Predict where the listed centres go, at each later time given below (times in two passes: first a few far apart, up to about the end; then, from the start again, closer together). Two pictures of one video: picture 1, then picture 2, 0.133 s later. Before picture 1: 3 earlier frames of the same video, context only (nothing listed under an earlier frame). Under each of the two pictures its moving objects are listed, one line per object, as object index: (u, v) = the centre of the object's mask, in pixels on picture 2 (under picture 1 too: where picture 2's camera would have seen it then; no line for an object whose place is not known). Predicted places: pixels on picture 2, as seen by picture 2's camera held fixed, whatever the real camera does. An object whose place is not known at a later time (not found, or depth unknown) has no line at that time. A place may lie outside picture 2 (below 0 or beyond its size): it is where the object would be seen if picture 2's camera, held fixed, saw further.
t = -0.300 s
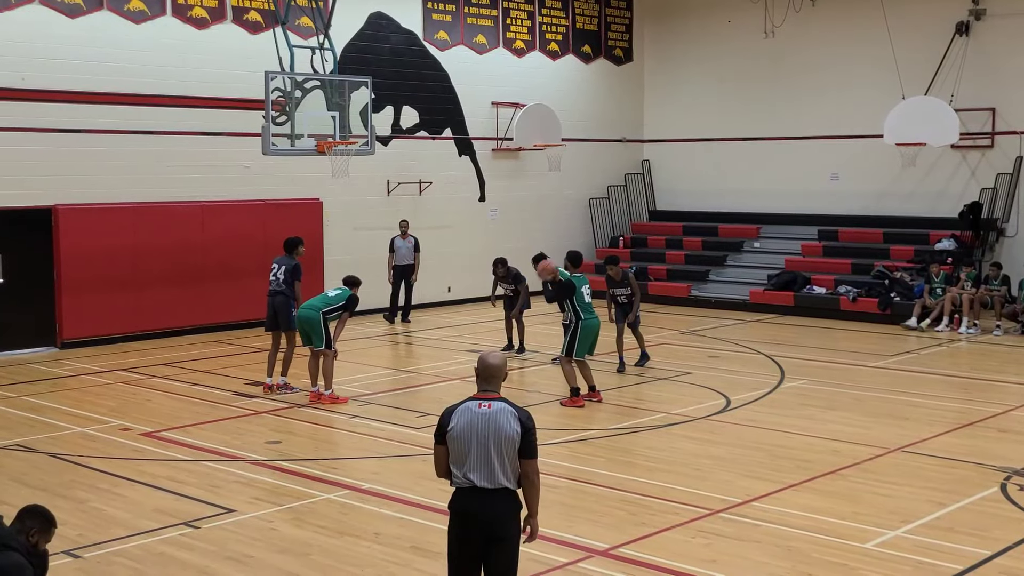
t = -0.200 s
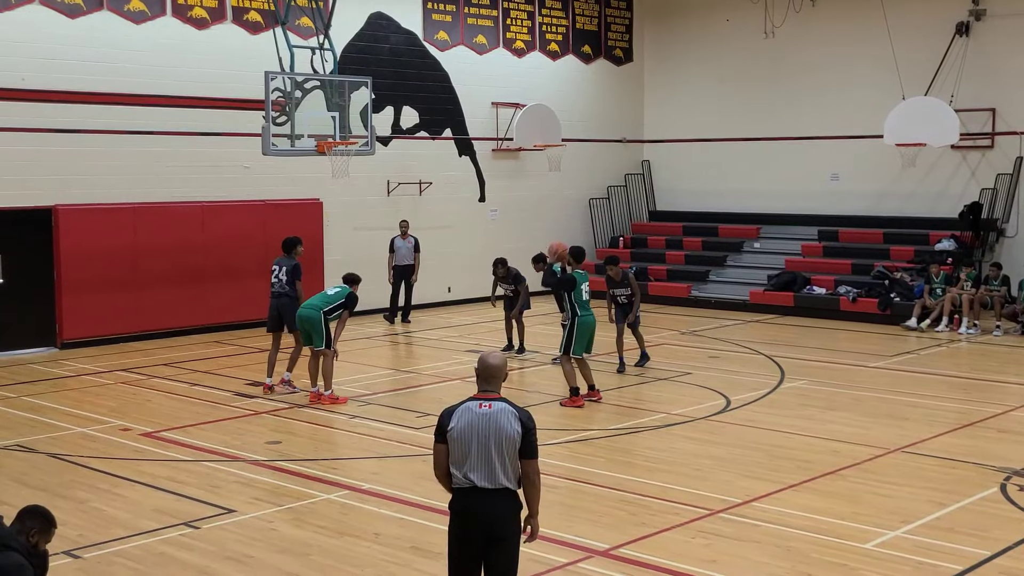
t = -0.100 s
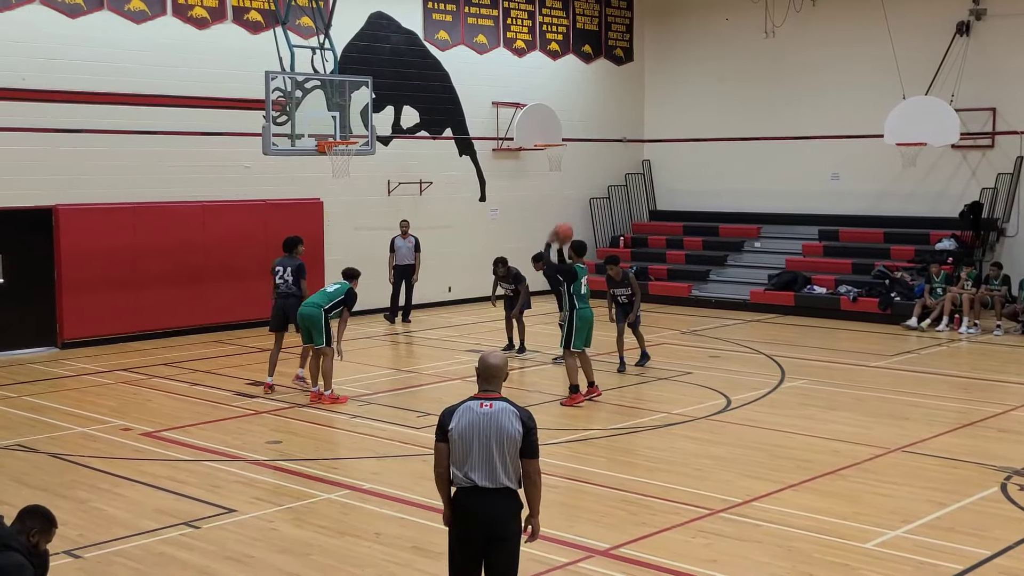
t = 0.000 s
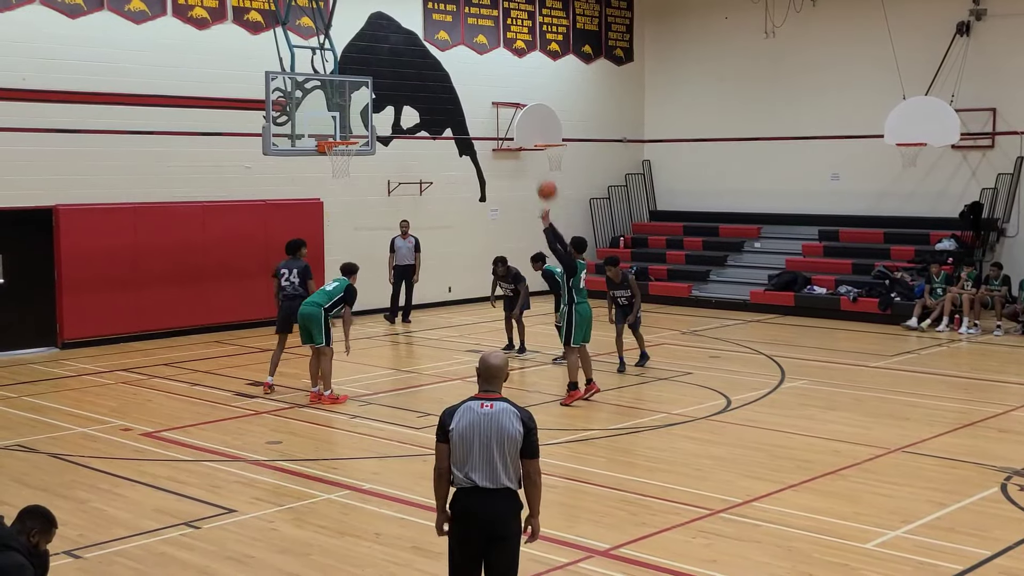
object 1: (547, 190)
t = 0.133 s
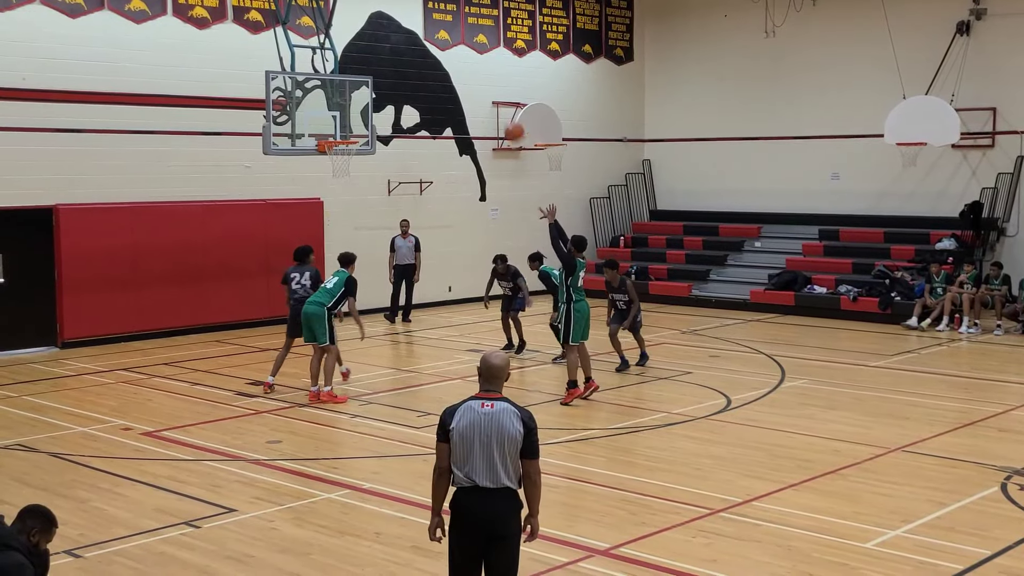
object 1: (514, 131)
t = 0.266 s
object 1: (483, 91)
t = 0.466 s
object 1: (439, 60)
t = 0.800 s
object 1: (377, 75)
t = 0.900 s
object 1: (358, 96)
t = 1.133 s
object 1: (351, 129)
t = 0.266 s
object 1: (483, 91)
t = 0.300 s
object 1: (475, 84)
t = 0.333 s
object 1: (468, 77)
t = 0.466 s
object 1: (439, 60)
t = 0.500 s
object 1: (432, 58)
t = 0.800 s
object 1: (377, 75)
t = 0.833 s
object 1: (371, 82)
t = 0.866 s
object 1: (365, 89)
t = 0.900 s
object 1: (358, 96)
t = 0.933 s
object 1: (353, 104)
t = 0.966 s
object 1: (347, 113)
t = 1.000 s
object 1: (342, 123)
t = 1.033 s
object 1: (335, 133)
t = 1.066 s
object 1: (338, 134)
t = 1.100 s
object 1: (345, 131)
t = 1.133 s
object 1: (351, 129)
